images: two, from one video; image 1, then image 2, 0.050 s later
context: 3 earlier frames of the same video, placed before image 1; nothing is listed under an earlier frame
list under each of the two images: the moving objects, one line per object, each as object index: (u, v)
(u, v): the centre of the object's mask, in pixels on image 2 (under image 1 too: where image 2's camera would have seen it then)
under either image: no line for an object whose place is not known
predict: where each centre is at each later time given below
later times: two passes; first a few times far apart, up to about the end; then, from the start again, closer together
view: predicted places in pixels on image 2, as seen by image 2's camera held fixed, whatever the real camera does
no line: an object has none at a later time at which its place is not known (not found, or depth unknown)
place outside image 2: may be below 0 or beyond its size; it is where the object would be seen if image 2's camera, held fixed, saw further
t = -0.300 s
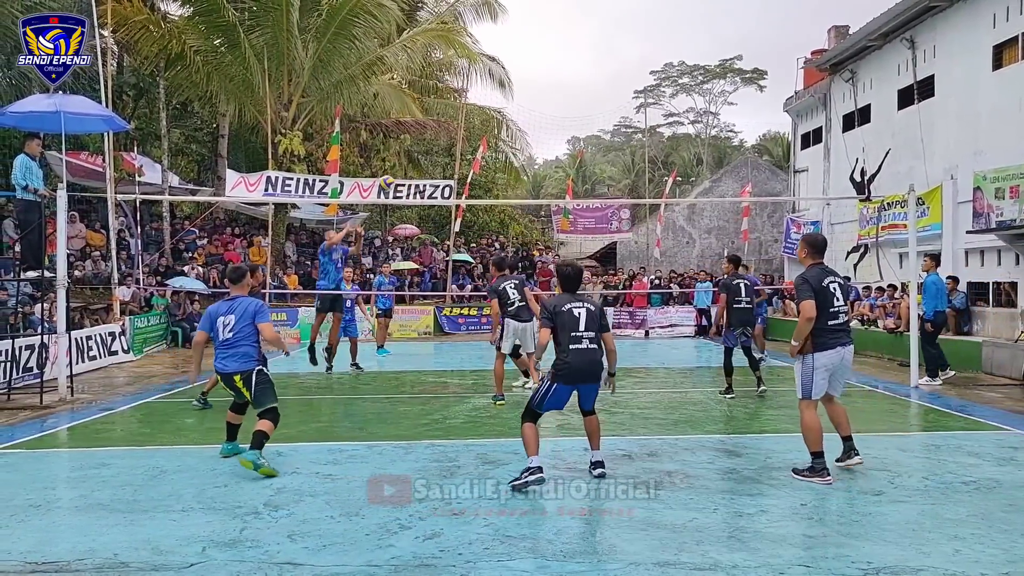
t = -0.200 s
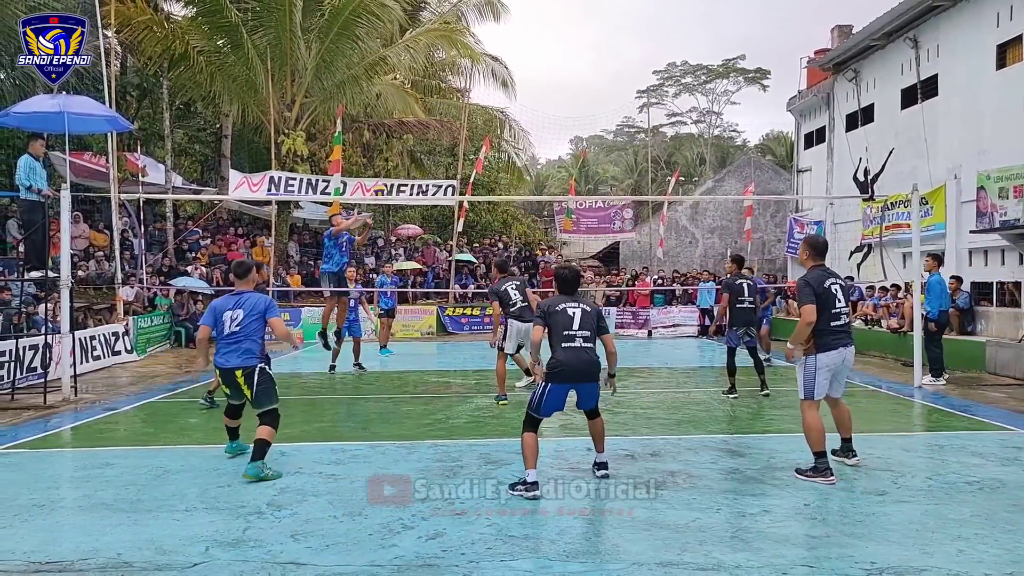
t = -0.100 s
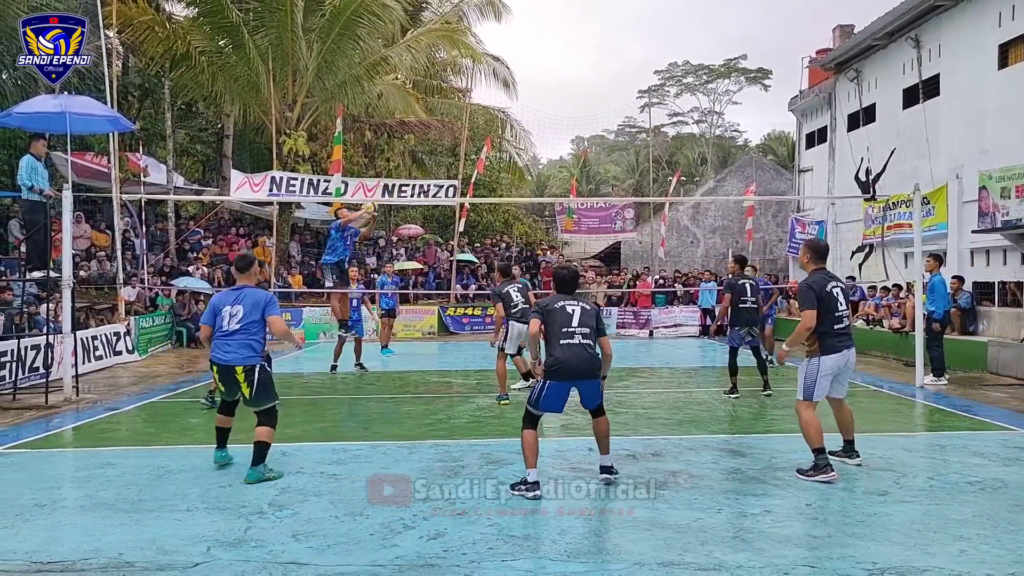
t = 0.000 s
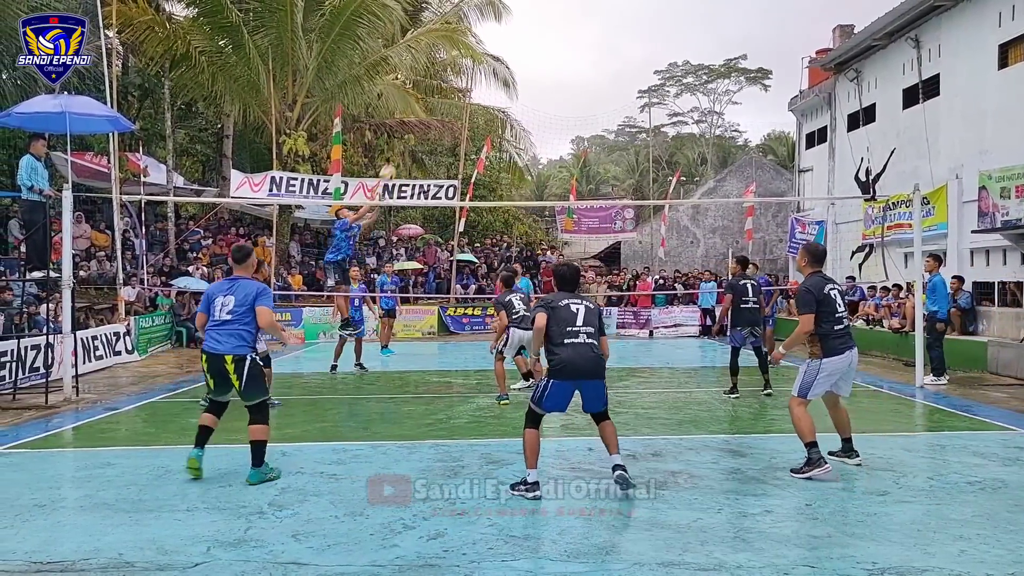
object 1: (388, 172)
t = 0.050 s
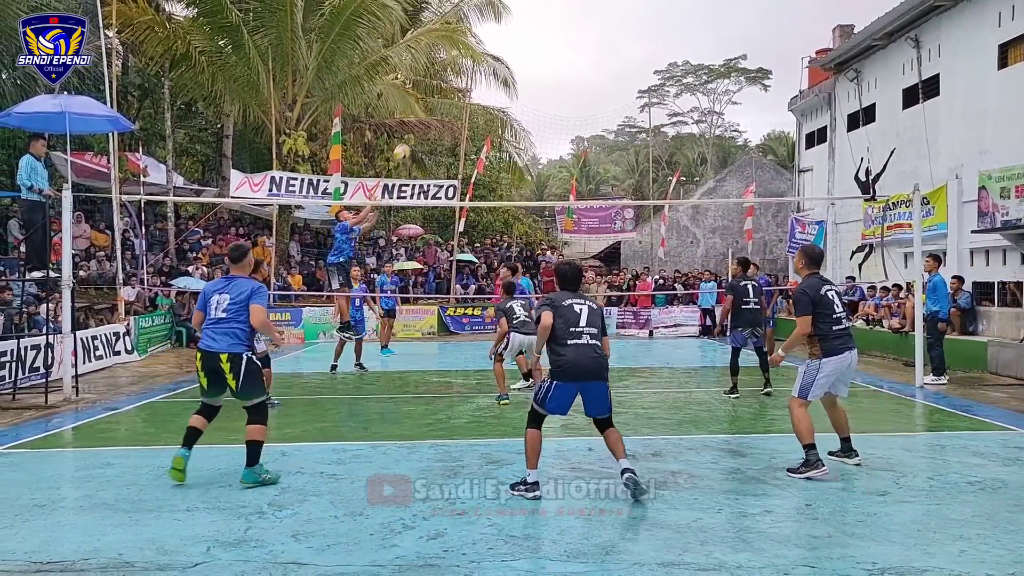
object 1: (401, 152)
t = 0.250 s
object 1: (458, 88)
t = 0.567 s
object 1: (547, 42)
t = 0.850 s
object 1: (623, 64)
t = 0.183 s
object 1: (439, 105)
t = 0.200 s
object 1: (444, 100)
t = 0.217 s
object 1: (450, 95)
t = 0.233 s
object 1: (453, 91)
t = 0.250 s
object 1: (458, 88)
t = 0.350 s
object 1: (487, 64)
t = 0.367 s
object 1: (492, 61)
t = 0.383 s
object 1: (495, 59)
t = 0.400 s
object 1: (502, 56)
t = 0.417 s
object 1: (506, 54)
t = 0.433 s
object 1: (510, 52)
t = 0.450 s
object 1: (515, 50)
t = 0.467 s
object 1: (520, 48)
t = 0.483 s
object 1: (524, 47)
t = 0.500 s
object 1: (529, 45)
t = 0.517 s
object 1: (534, 44)
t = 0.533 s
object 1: (538, 43)
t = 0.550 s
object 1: (543, 42)
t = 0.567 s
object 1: (547, 42)
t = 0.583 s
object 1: (552, 42)
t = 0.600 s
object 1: (556, 41)
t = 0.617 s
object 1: (561, 42)
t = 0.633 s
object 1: (565, 42)
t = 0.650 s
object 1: (570, 42)
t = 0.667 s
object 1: (574, 43)
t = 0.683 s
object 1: (579, 44)
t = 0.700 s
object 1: (584, 45)
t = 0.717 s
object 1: (588, 46)
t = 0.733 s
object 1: (592, 48)
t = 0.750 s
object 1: (597, 49)
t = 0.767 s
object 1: (601, 51)
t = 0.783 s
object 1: (606, 53)
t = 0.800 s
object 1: (610, 56)
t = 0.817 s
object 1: (615, 58)
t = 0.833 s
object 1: (619, 61)
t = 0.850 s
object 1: (623, 64)
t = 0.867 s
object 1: (628, 67)
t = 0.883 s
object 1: (632, 70)
